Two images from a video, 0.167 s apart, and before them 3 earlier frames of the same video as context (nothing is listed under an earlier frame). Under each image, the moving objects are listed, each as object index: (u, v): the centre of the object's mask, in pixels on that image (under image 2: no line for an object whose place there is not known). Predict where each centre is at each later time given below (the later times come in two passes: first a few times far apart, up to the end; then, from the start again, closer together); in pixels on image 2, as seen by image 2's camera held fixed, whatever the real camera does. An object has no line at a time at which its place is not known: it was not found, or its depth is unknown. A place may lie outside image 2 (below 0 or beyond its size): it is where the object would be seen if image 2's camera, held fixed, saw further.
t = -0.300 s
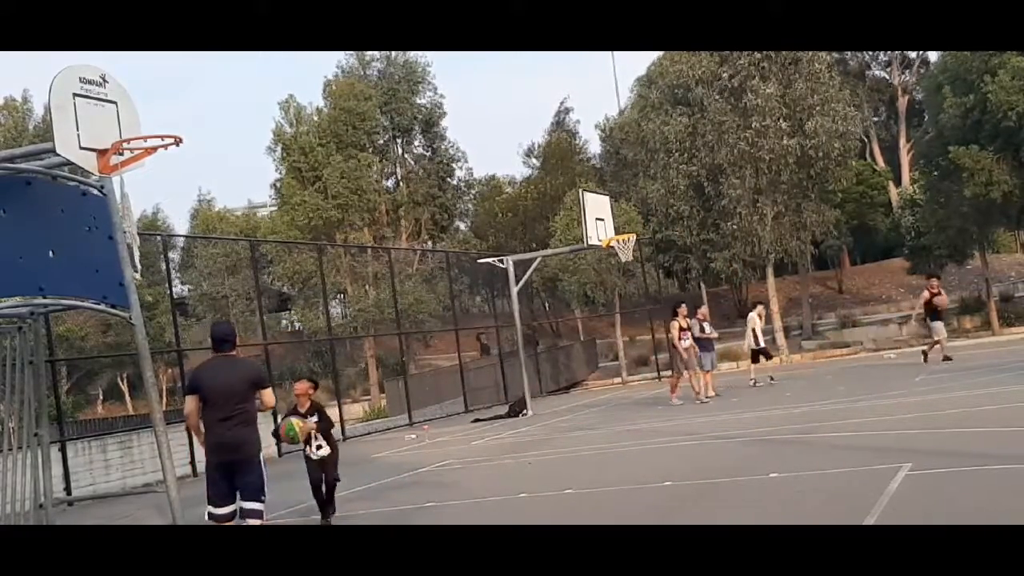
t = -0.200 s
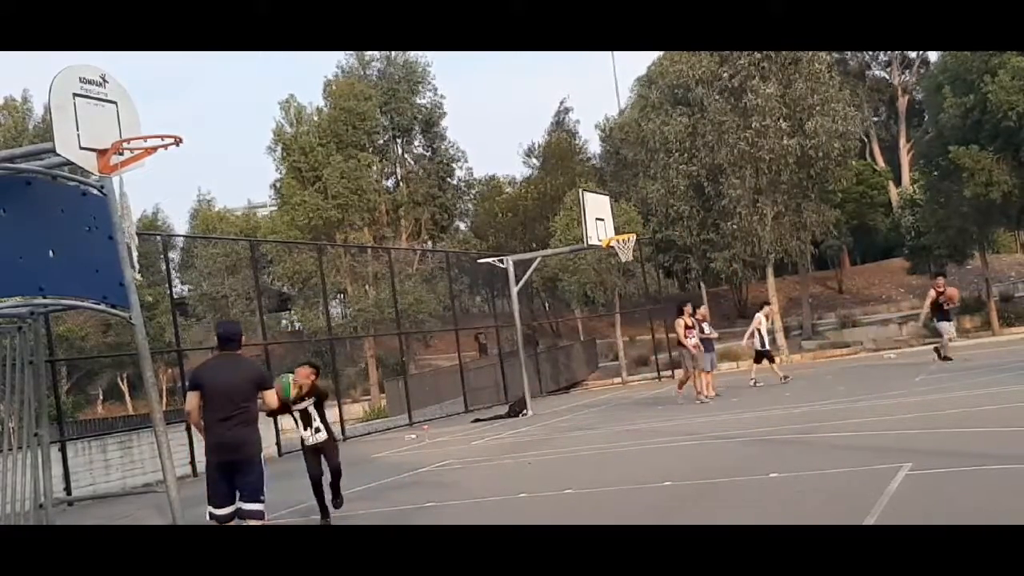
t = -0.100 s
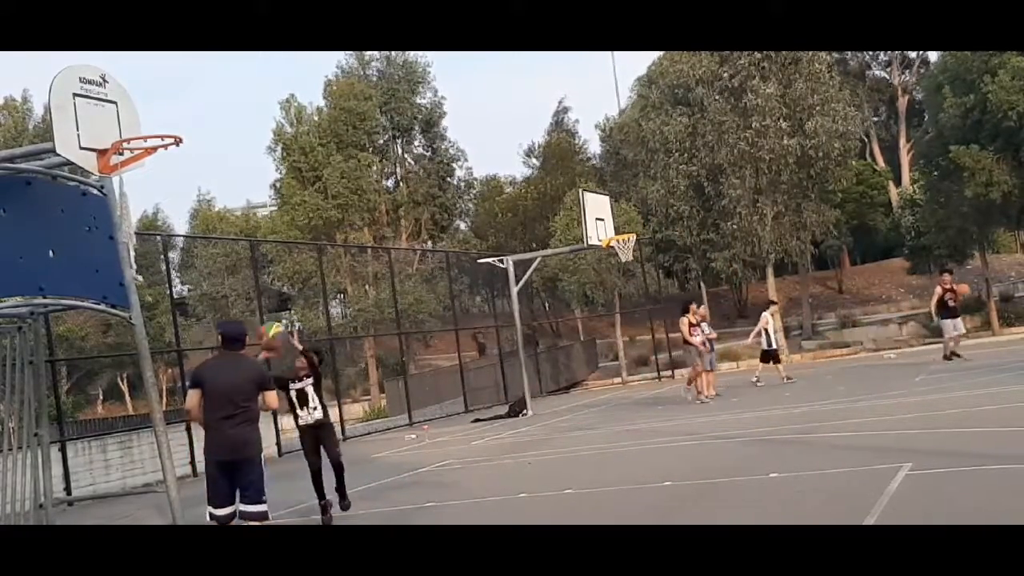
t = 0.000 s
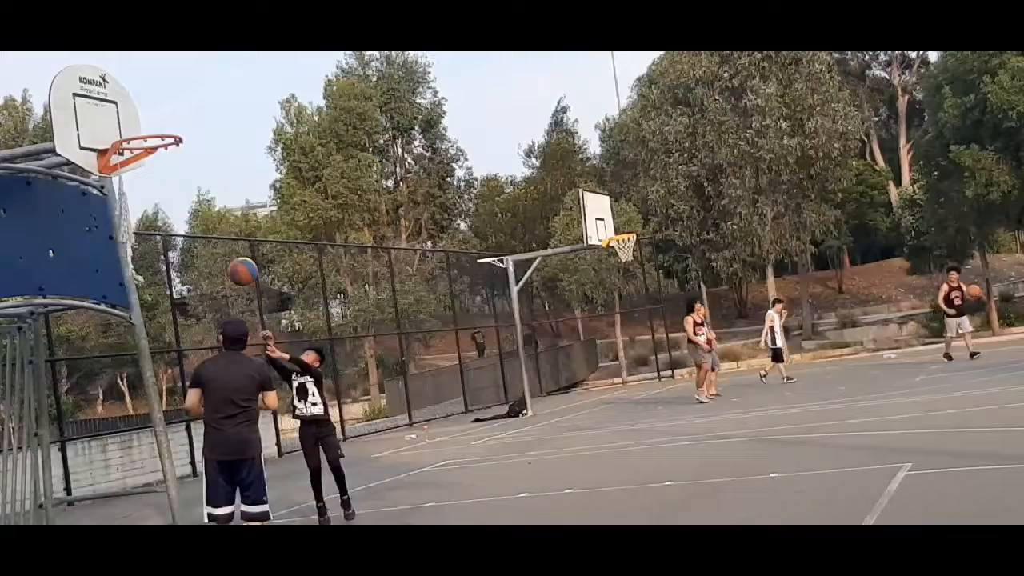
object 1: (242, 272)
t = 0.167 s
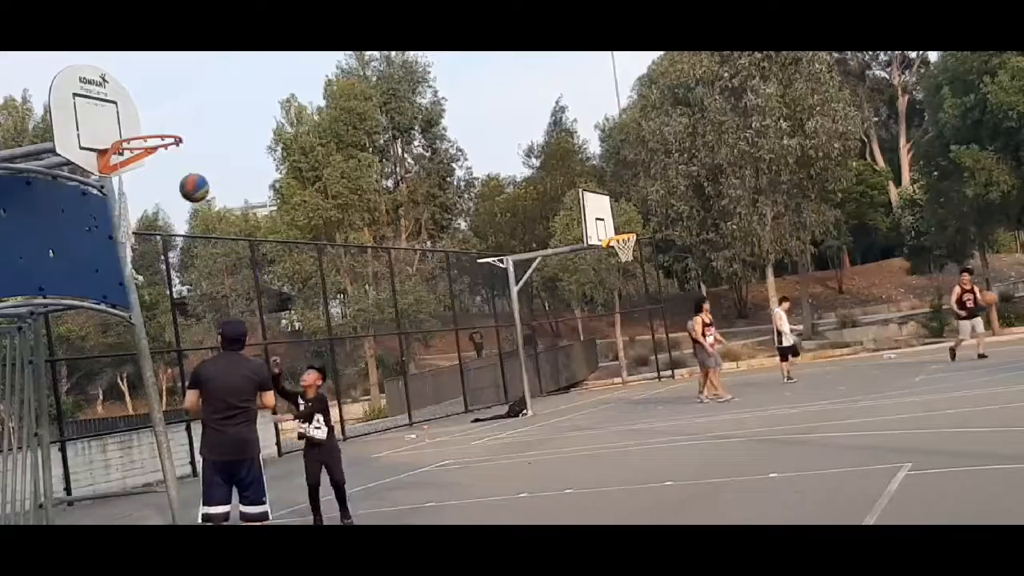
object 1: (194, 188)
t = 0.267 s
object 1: (168, 155)
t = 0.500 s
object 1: (166, 128)
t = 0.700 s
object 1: (196, 142)
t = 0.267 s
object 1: (168, 155)
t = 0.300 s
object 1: (157, 151)
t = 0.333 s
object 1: (155, 132)
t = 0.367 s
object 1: (158, 129)
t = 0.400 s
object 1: (160, 128)
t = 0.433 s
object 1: (162, 128)
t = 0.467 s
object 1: (164, 128)
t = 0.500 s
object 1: (166, 128)
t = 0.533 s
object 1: (169, 130)
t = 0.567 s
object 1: (172, 134)
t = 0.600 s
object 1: (177, 136)
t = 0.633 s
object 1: (183, 136)
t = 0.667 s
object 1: (190, 139)
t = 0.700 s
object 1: (196, 142)
